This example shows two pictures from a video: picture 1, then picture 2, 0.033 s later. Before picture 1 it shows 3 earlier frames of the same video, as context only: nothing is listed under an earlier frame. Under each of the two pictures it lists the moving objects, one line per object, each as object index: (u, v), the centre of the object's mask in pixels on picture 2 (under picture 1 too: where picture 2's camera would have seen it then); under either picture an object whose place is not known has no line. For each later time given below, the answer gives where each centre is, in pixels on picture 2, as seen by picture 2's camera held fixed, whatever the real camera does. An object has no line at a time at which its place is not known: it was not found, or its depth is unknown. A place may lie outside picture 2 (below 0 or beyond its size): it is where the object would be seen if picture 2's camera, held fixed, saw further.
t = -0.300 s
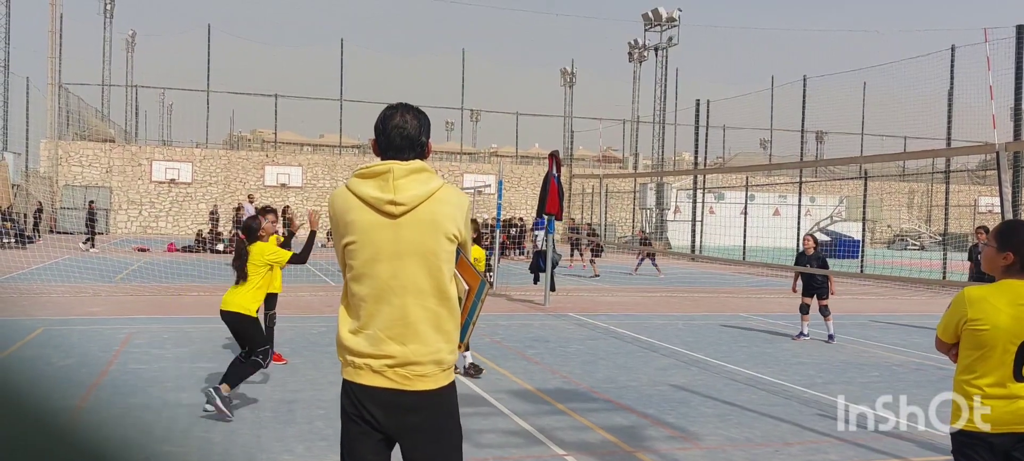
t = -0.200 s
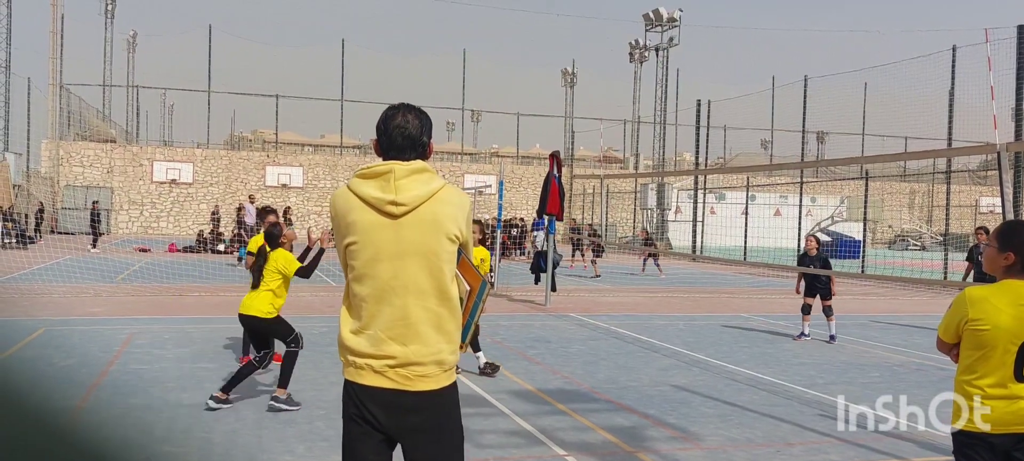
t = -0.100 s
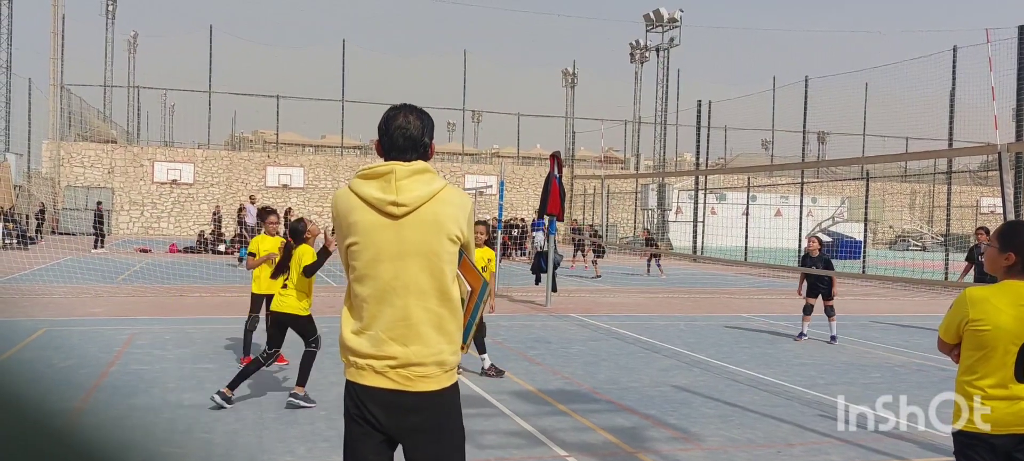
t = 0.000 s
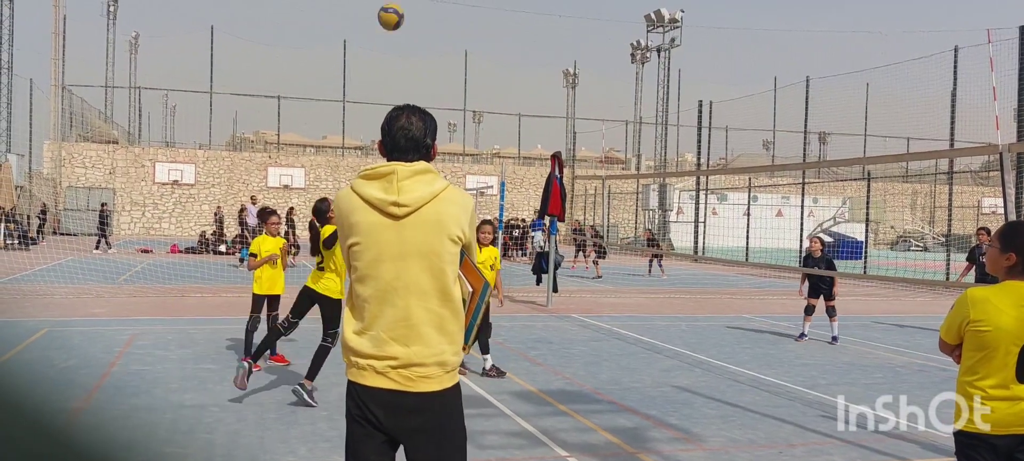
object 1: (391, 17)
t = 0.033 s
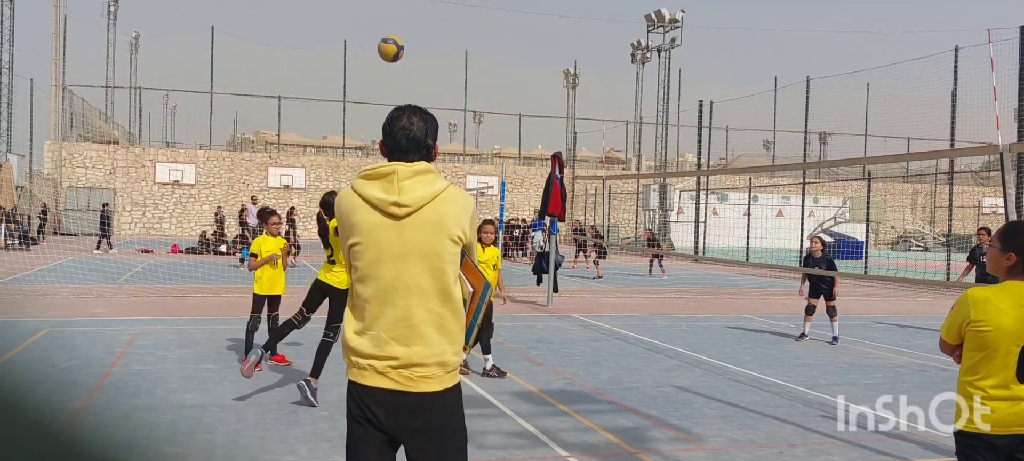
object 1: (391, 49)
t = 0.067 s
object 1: (390, 82)
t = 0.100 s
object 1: (385, 113)
